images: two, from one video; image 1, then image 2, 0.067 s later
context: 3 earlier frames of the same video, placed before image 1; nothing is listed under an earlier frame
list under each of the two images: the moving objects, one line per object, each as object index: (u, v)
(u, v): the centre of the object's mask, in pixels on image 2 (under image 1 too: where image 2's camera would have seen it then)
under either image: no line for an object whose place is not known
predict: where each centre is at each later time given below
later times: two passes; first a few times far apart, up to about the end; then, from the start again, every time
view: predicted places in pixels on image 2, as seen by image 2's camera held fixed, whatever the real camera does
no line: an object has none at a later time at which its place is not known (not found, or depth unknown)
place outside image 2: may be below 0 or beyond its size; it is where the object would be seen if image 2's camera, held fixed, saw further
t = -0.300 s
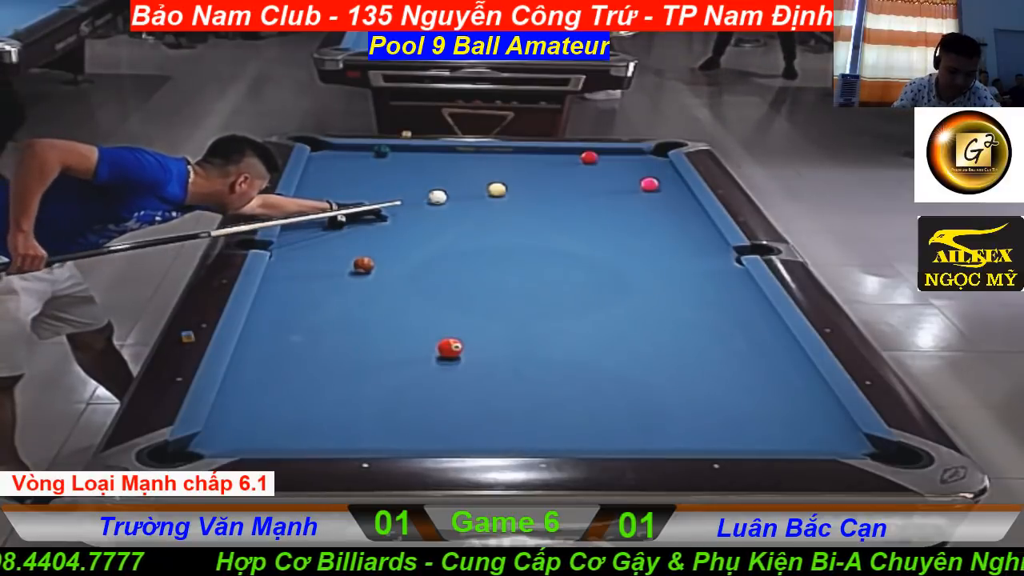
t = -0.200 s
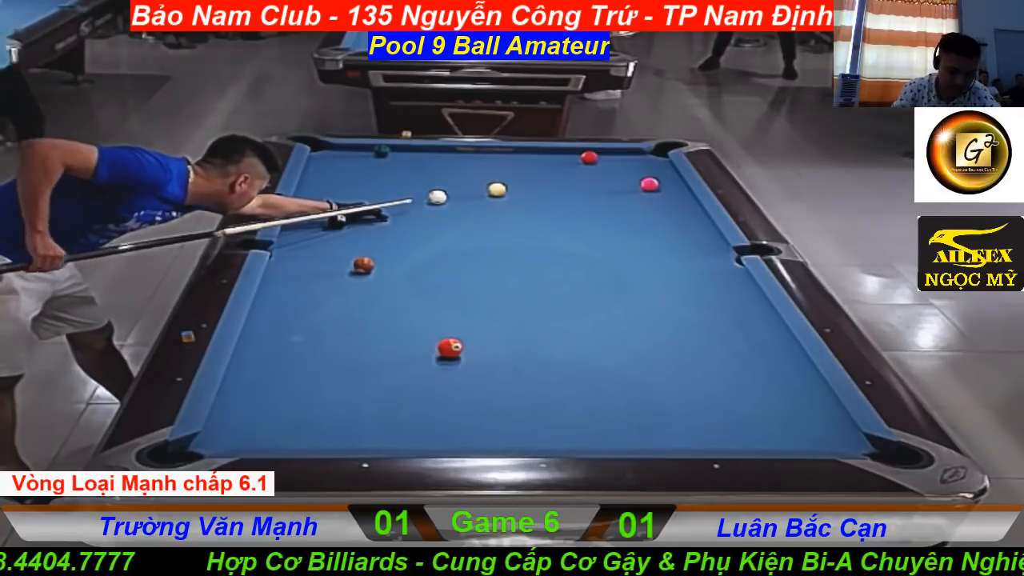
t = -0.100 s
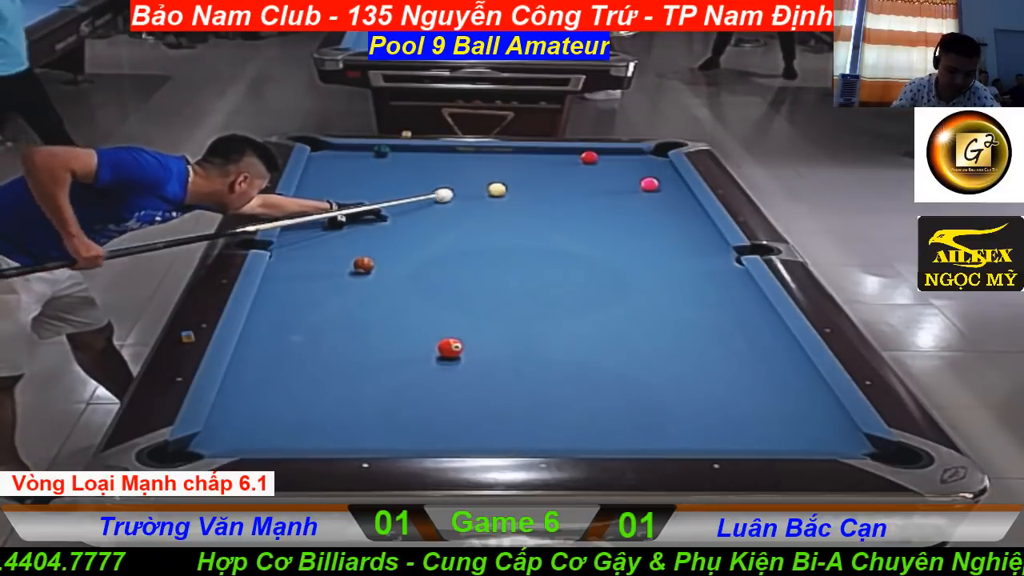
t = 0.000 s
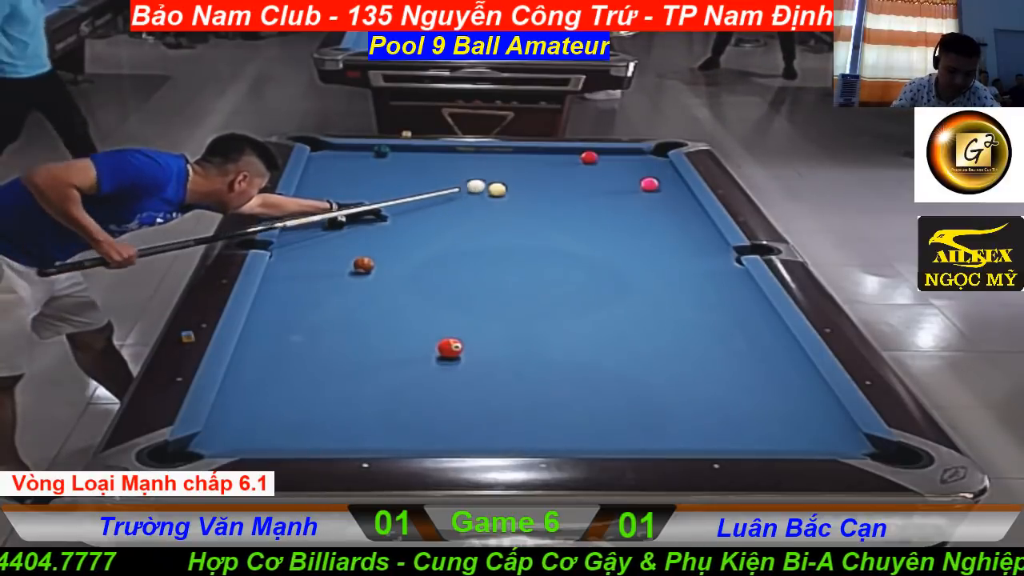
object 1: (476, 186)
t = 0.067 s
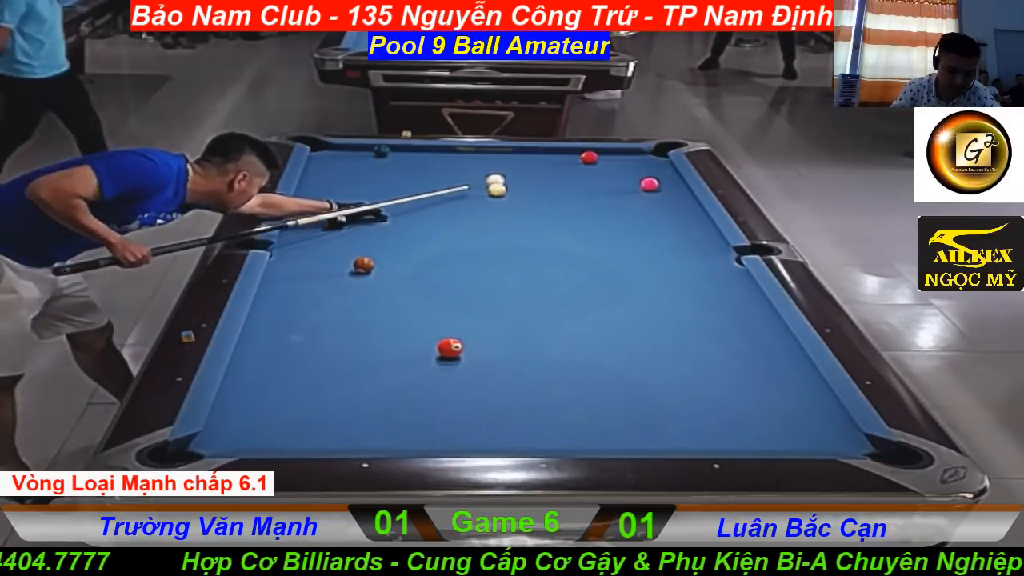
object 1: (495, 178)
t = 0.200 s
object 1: (531, 170)
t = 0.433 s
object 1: (571, 156)
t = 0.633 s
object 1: (570, 152)
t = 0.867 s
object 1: (575, 158)
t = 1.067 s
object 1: (579, 163)
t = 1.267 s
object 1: (582, 168)
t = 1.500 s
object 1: (586, 173)
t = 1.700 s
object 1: (589, 178)
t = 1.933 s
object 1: (594, 183)
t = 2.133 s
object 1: (597, 188)
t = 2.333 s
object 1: (600, 192)
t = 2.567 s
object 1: (604, 197)
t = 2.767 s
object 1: (607, 201)
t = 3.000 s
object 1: (610, 205)
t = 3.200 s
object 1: (613, 208)
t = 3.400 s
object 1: (615, 212)
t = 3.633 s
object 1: (618, 215)
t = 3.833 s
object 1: (619, 217)
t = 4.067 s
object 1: (620, 220)
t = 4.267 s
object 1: (621, 222)
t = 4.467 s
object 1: (621, 224)
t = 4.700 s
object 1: (621, 226)
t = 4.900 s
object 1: (621, 227)
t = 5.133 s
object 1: (621, 228)
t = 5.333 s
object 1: (622, 228)
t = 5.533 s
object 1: (622, 229)
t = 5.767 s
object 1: (623, 229)
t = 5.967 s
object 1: (622, 228)
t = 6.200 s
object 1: (622, 229)
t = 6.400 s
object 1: (622, 229)
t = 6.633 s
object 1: (622, 228)
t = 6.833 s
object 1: (622, 229)
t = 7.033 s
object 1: (622, 229)
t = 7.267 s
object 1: (622, 228)
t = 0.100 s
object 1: (505, 177)
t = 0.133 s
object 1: (513, 175)
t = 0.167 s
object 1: (522, 173)
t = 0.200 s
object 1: (531, 170)
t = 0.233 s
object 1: (540, 168)
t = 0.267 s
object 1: (548, 166)
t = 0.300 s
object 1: (556, 163)
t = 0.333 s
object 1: (565, 161)
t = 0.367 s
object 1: (573, 159)
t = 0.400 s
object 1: (573, 157)
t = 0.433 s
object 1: (571, 156)
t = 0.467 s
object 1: (570, 155)
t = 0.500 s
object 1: (569, 153)
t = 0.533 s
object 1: (569, 152)
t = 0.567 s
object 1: (569, 150)
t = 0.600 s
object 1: (569, 151)
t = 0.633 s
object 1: (570, 152)
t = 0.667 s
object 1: (571, 153)
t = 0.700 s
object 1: (571, 154)
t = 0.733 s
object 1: (572, 154)
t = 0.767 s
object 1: (573, 155)
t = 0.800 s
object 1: (574, 156)
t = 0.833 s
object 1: (574, 157)
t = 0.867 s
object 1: (575, 158)
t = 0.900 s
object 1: (575, 158)
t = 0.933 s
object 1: (576, 159)
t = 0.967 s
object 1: (576, 160)
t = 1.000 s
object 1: (577, 161)
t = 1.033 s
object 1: (578, 162)
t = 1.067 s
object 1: (579, 163)
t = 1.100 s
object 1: (579, 163)
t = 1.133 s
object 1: (580, 164)
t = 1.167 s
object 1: (580, 165)
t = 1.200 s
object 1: (581, 166)
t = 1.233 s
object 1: (582, 167)
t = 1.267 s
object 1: (582, 168)
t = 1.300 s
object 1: (583, 168)
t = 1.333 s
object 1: (583, 169)
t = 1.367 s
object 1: (584, 170)
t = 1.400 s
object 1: (585, 171)
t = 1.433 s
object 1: (585, 172)
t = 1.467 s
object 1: (585, 172)
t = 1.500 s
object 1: (586, 173)
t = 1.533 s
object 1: (587, 174)
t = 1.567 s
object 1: (587, 175)
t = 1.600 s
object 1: (588, 176)
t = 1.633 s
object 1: (588, 176)
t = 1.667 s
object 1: (589, 177)
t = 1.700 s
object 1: (589, 178)
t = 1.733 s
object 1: (590, 179)
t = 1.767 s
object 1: (591, 179)
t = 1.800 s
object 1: (591, 180)
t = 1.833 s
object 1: (592, 181)
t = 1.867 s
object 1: (593, 182)
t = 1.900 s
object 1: (593, 182)
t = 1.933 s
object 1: (594, 183)
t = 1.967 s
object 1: (594, 184)
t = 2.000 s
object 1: (595, 185)
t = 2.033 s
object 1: (595, 186)
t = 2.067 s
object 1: (596, 186)
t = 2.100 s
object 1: (596, 187)
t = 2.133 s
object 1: (597, 188)
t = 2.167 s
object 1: (597, 188)
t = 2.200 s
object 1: (598, 189)
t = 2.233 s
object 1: (599, 190)
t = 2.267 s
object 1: (599, 190)
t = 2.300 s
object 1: (600, 191)
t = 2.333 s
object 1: (600, 192)
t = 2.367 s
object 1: (600, 193)
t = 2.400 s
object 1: (601, 193)
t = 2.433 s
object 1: (602, 194)
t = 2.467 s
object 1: (602, 195)
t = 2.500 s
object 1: (603, 196)
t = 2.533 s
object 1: (603, 196)
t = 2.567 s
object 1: (604, 197)
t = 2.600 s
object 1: (604, 197)
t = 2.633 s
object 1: (605, 198)
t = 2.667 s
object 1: (605, 199)
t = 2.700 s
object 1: (606, 199)
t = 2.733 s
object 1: (606, 200)
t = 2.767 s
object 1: (607, 201)
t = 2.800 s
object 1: (607, 201)
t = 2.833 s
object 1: (608, 202)
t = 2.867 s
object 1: (608, 203)
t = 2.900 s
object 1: (609, 203)
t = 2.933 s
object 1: (609, 204)
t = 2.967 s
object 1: (610, 204)
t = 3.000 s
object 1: (610, 205)
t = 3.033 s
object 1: (611, 205)
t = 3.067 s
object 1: (611, 206)
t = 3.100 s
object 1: (611, 206)
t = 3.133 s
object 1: (612, 207)
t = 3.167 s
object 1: (613, 207)
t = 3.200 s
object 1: (613, 208)
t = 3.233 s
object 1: (614, 209)
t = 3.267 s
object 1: (614, 209)
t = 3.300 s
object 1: (614, 210)
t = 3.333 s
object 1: (615, 210)
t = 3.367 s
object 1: (615, 211)
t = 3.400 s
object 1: (615, 212)
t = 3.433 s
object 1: (616, 212)
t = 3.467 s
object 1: (616, 212)
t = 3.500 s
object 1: (617, 213)
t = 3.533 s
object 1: (617, 213)
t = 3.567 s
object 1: (617, 214)
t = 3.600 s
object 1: (618, 214)
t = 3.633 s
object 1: (618, 215)
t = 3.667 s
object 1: (618, 215)
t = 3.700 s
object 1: (618, 216)
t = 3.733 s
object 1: (619, 216)
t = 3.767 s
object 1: (619, 216)
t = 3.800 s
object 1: (619, 217)
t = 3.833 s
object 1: (619, 217)
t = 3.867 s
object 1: (620, 218)
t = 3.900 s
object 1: (620, 218)
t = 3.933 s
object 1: (620, 219)
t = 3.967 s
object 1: (620, 219)
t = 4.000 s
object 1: (620, 219)
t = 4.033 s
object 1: (620, 220)
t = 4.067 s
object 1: (620, 220)
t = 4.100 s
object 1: (620, 220)
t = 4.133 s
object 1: (621, 221)
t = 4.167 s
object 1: (621, 221)
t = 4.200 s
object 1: (621, 221)
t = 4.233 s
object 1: (621, 222)
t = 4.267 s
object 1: (621, 222)
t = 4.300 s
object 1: (621, 223)
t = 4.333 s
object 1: (621, 223)
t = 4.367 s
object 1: (621, 223)
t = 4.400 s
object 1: (621, 223)
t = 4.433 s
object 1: (621, 223)
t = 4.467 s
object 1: (621, 224)
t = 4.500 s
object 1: (621, 224)
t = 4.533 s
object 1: (621, 224)
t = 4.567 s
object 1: (621, 225)
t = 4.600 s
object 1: (621, 225)
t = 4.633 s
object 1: (621, 225)
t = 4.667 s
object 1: (621, 225)
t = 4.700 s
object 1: (621, 226)
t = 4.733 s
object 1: (621, 226)
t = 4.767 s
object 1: (621, 226)
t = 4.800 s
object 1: (621, 226)
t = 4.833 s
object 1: (621, 227)
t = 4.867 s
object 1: (621, 227)
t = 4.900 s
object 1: (621, 227)
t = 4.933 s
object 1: (621, 227)
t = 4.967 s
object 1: (621, 227)
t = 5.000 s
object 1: (621, 227)
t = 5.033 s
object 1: (621, 227)
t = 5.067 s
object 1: (621, 228)
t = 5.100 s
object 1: (621, 228)
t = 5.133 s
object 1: (621, 228)
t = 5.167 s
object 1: (621, 228)
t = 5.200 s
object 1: (622, 228)
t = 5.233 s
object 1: (622, 228)
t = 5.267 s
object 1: (622, 228)
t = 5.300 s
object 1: (622, 228)
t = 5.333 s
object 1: (622, 228)
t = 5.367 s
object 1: (622, 228)
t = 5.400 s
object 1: (622, 228)
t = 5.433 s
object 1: (622, 228)
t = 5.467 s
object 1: (622, 228)
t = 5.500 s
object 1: (622, 228)
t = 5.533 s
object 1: (622, 229)
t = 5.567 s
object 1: (622, 229)
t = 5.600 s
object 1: (622, 229)
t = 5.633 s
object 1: (622, 229)
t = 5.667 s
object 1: (622, 229)
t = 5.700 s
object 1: (622, 228)
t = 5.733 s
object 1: (623, 229)
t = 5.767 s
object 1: (623, 229)
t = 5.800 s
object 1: (623, 229)
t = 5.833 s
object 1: (622, 229)
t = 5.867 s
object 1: (622, 228)
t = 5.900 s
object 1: (622, 229)
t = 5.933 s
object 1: (622, 229)
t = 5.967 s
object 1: (622, 228)
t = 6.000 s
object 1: (622, 228)
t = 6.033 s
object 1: (622, 228)
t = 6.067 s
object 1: (622, 228)
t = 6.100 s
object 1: (622, 228)
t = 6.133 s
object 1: (622, 229)
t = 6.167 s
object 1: (622, 229)
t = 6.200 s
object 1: (622, 229)
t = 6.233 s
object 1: (622, 229)
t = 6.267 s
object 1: (622, 229)
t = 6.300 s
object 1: (622, 229)
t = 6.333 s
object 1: (622, 229)
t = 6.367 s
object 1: (622, 229)
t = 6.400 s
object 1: (622, 229)
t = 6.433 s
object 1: (622, 229)
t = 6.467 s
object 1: (622, 229)
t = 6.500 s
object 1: (622, 229)
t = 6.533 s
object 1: (622, 229)
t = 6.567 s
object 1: (622, 229)
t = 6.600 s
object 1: (622, 229)
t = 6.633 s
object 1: (622, 228)
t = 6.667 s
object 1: (622, 229)
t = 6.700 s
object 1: (622, 229)
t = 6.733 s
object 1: (622, 229)
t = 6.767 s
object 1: (622, 229)
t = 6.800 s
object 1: (622, 229)
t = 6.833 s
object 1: (622, 229)
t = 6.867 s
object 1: (622, 229)
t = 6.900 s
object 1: (622, 229)
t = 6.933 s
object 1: (622, 229)
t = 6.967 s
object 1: (622, 229)
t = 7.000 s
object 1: (622, 229)
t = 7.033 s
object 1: (622, 229)
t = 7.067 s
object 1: (622, 229)
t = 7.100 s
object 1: (622, 229)
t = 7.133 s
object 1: (622, 229)
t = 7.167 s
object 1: (622, 229)
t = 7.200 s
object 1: (622, 229)
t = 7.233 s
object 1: (622, 228)
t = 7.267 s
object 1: (622, 228)
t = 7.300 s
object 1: (622, 229)
